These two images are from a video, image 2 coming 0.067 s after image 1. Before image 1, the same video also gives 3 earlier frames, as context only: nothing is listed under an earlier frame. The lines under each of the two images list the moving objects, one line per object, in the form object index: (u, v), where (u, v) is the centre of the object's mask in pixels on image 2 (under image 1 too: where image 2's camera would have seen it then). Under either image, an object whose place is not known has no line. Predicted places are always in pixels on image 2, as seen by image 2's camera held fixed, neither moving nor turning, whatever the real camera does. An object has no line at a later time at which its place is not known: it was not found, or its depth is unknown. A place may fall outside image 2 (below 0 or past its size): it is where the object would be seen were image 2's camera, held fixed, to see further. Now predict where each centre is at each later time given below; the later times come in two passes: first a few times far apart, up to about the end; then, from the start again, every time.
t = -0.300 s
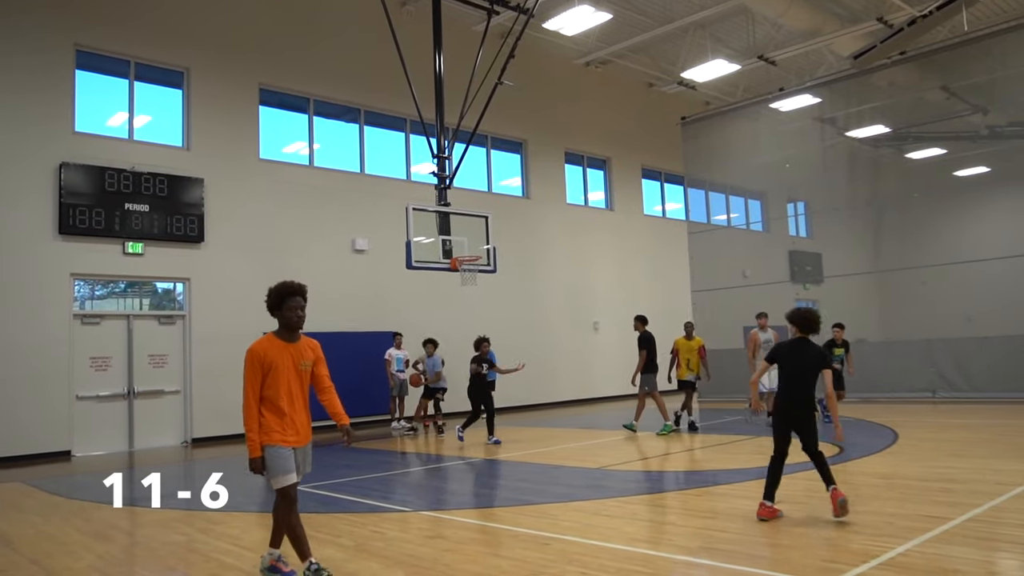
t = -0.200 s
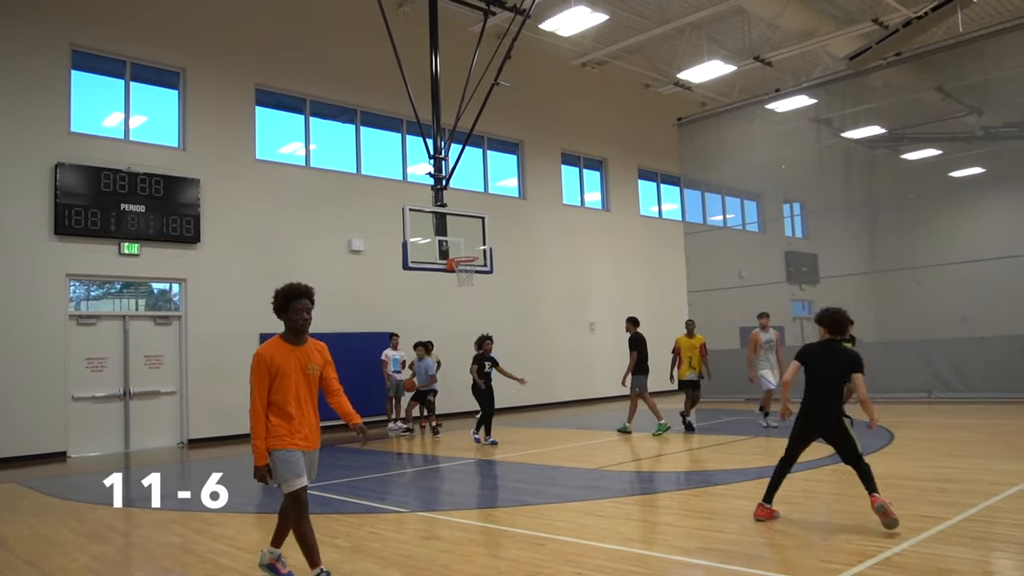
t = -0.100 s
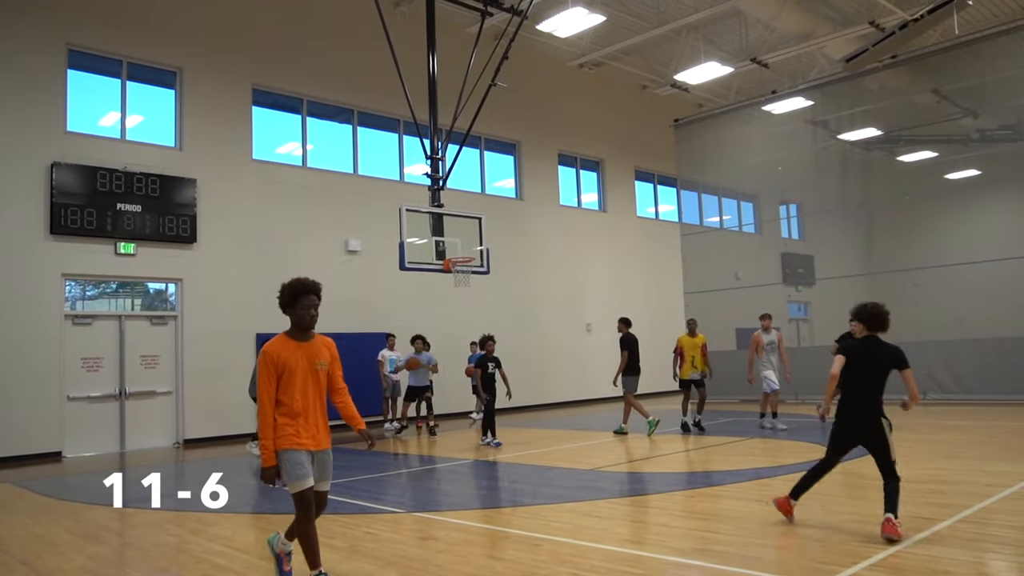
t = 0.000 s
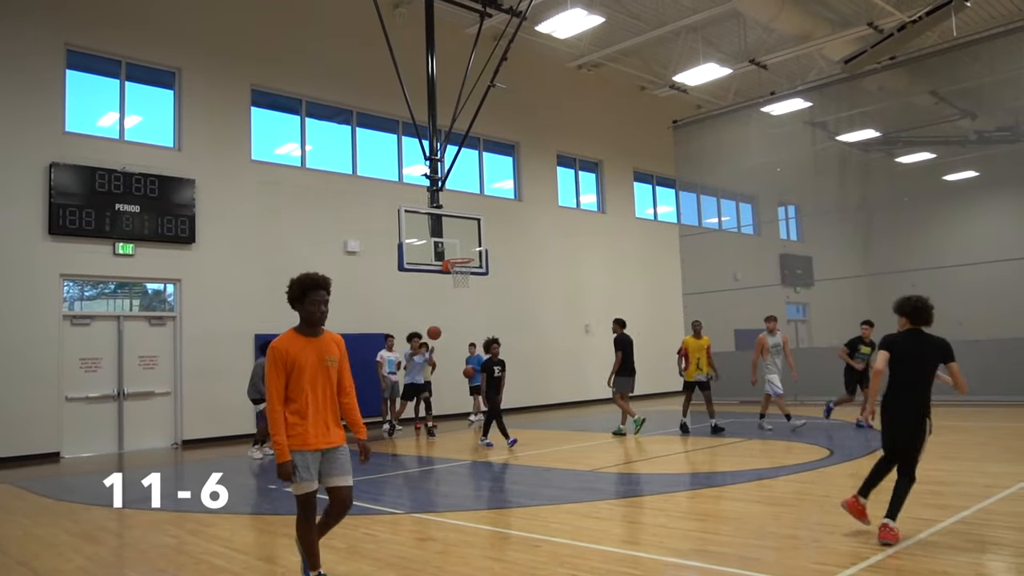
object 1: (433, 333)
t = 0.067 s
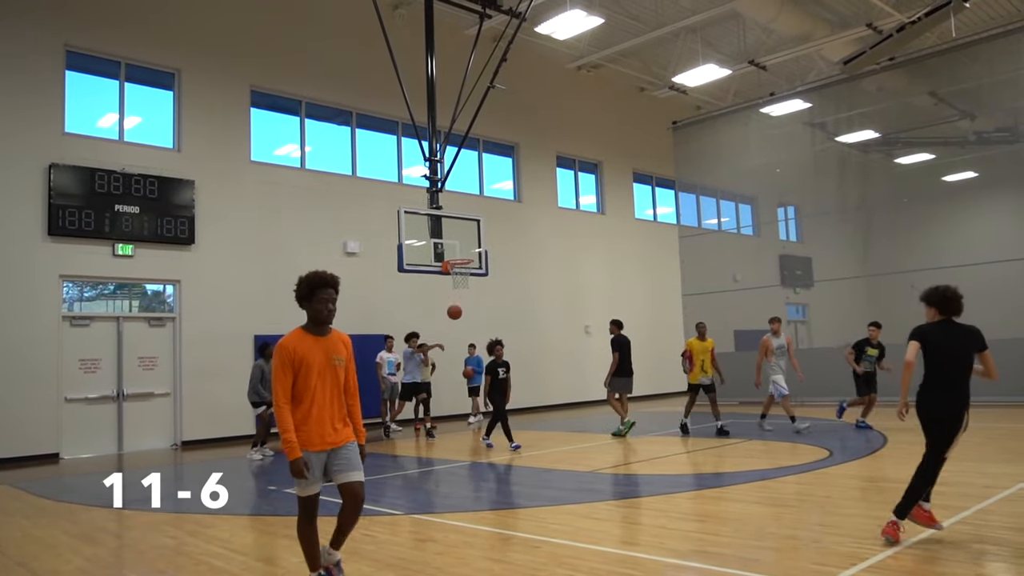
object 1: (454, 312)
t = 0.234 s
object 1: (515, 260)
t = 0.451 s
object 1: (622, 197)
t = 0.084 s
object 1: (460, 306)
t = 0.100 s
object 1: (465, 301)
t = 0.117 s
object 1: (471, 296)
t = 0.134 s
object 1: (477, 290)
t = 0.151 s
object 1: (483, 286)
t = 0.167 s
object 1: (489, 280)
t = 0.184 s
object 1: (495, 275)
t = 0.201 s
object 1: (502, 270)
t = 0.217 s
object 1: (508, 265)
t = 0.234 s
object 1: (515, 260)
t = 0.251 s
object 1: (522, 254)
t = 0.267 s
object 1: (529, 249)
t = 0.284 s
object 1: (536, 244)
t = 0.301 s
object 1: (544, 239)
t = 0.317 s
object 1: (551, 234)
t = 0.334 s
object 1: (559, 229)
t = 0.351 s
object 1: (568, 224)
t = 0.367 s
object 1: (576, 220)
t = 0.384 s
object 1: (585, 215)
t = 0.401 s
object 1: (594, 211)
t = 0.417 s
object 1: (603, 205)
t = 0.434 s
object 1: (612, 201)
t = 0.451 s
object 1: (622, 197)
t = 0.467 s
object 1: (631, 192)
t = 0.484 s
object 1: (642, 187)
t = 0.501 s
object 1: (653, 183)
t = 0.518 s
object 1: (663, 179)
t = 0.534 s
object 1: (675, 175)
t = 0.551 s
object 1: (687, 171)
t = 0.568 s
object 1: (699, 167)
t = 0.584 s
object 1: (711, 163)
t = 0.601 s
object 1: (725, 159)
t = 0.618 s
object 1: (738, 155)
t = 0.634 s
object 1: (752, 151)
